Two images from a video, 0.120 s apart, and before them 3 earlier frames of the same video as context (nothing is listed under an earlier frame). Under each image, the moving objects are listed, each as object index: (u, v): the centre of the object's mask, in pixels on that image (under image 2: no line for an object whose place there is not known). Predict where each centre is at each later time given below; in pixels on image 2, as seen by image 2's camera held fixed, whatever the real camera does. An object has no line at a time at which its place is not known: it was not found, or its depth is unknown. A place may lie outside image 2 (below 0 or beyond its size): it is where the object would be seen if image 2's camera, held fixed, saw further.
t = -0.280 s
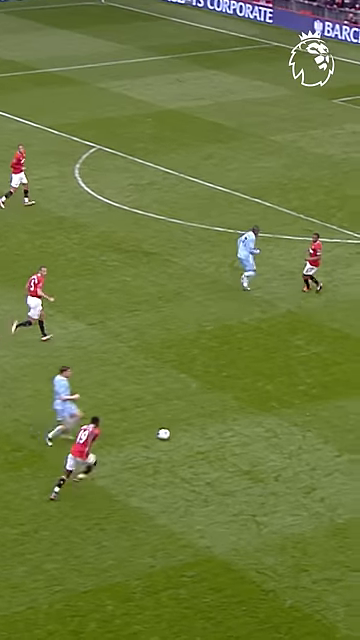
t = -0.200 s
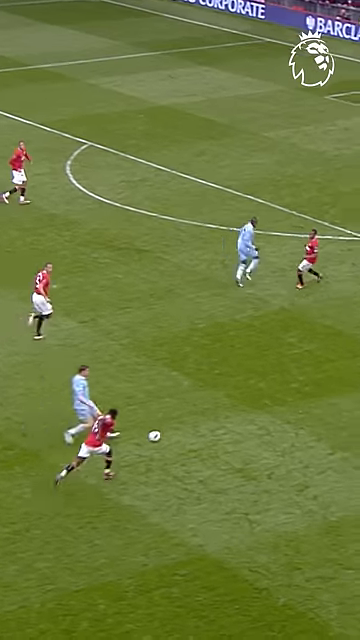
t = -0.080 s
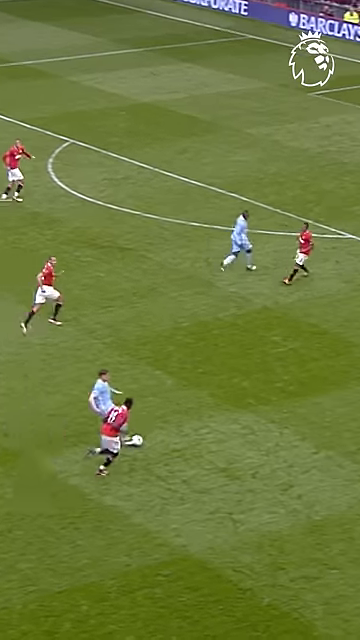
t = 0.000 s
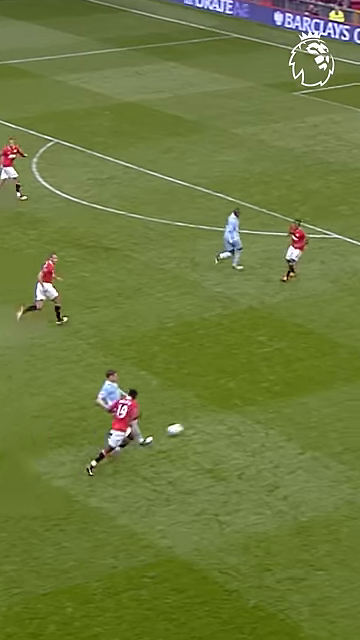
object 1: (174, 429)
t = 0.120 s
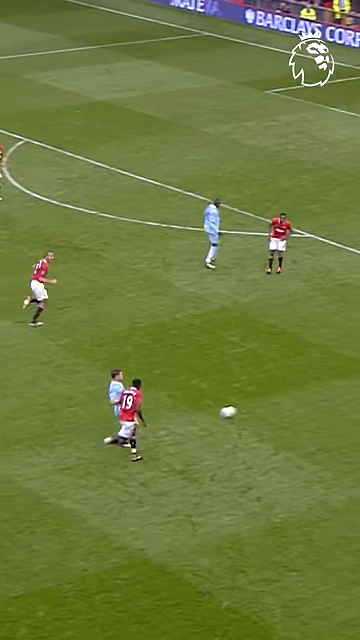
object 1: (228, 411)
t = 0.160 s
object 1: (253, 407)
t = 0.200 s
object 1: (277, 402)
